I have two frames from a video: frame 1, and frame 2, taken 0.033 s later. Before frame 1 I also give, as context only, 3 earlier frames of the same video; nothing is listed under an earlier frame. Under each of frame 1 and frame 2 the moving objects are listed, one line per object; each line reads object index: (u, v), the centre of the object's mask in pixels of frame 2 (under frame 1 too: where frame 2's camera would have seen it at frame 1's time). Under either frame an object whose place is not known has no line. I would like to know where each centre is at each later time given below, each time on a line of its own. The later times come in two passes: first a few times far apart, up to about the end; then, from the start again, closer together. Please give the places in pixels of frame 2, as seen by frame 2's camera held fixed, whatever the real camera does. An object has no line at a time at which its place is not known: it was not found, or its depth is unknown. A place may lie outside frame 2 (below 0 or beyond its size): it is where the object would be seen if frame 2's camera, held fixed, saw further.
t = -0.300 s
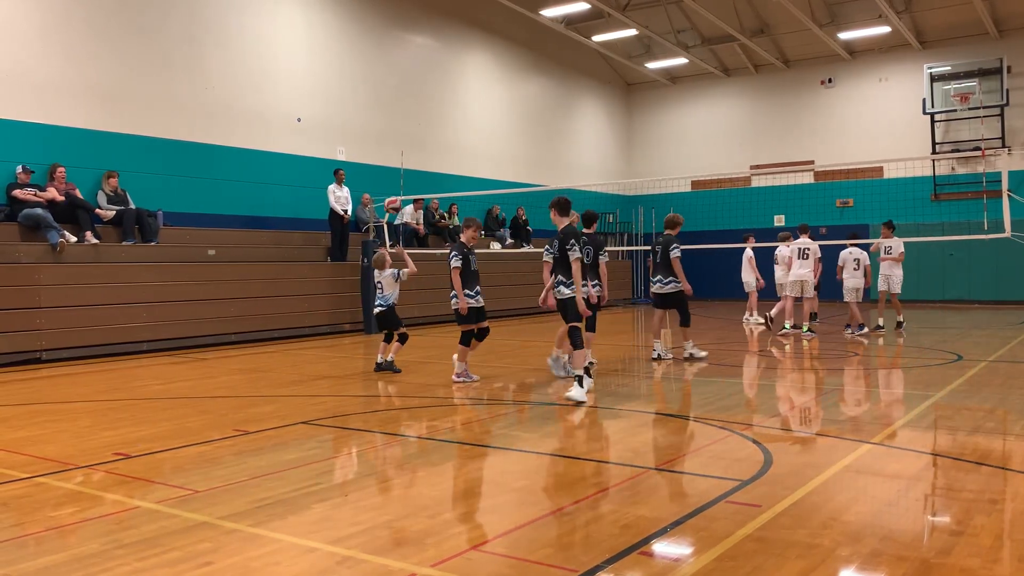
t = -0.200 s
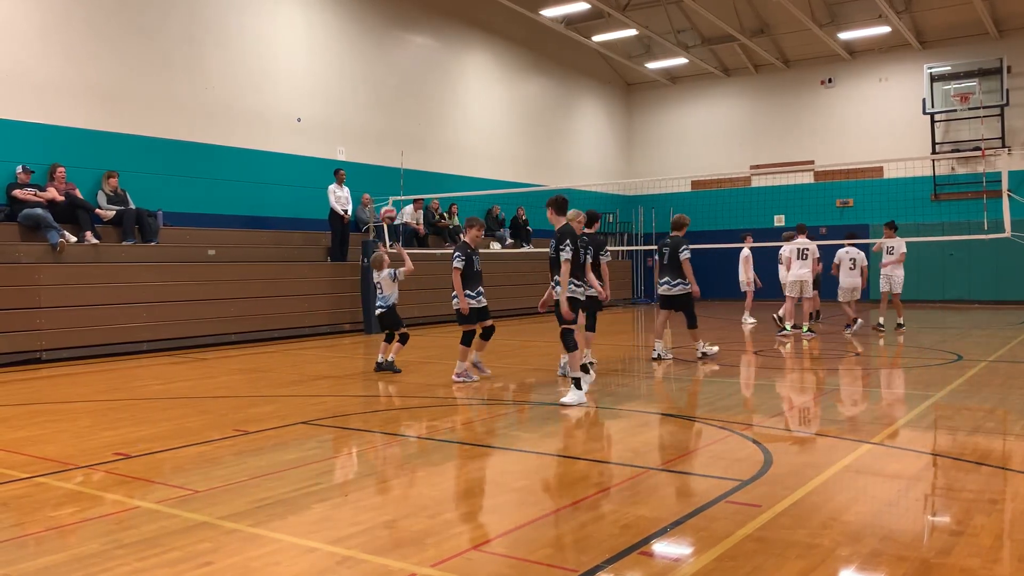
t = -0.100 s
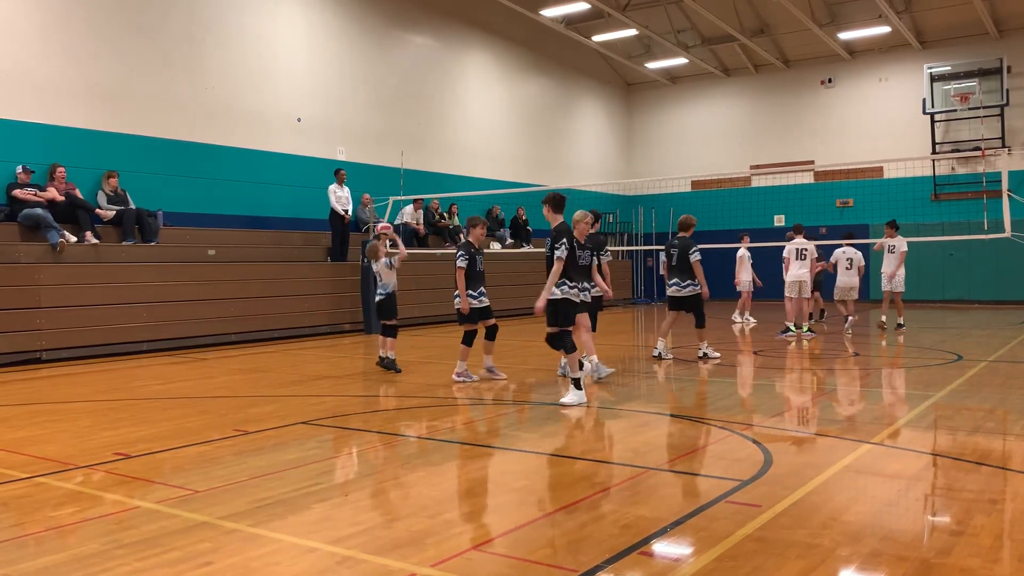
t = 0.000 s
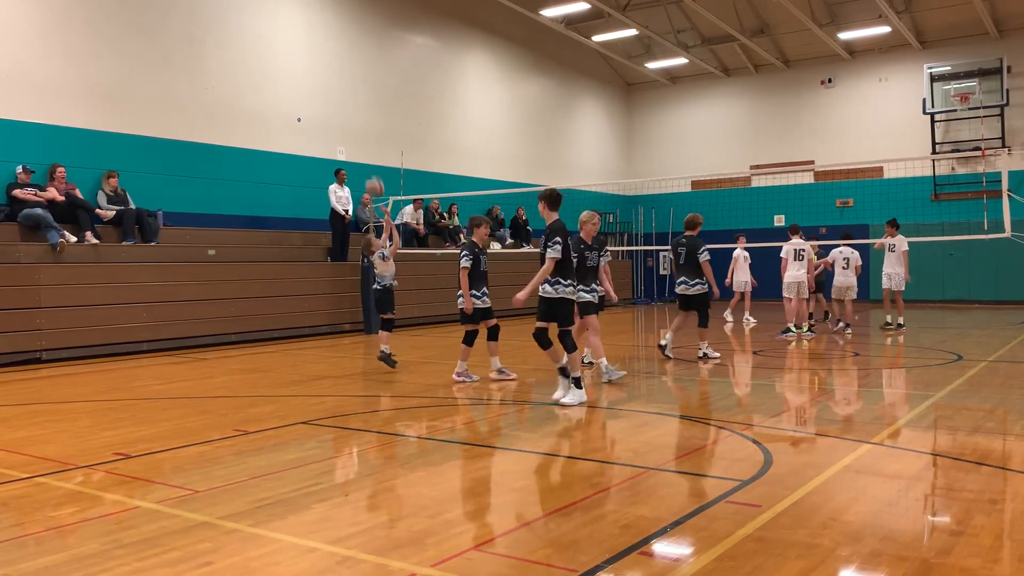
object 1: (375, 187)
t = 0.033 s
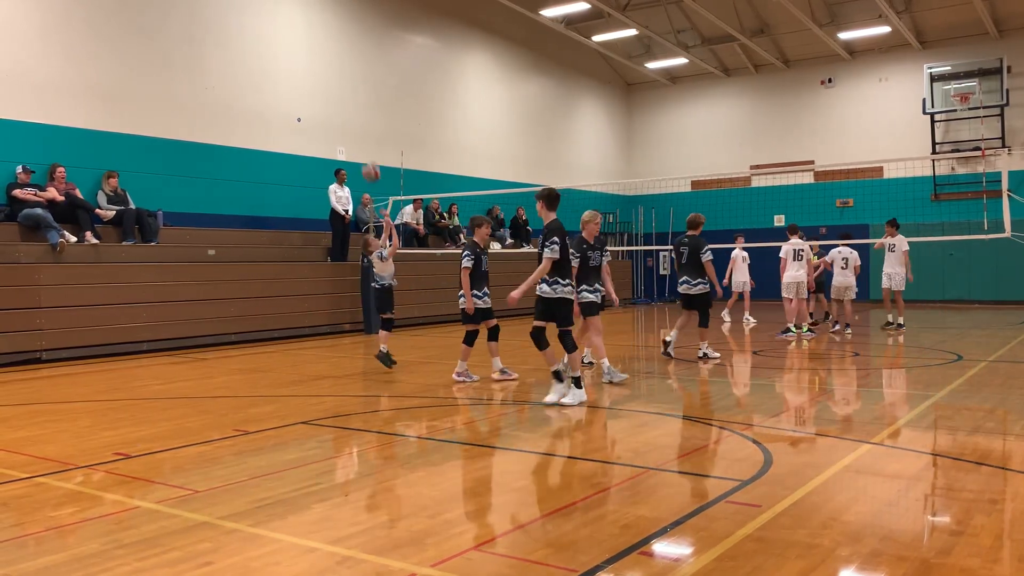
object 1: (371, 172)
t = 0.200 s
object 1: (353, 105)
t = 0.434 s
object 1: (327, 48)
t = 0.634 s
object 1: (303, 40)
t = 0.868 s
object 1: (272, 90)
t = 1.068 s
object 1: (243, 194)
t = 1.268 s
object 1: (213, 363)
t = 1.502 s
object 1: (182, 309)
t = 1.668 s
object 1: (160, 221)
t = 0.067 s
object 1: (368, 156)
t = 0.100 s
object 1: (364, 142)
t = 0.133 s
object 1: (361, 129)
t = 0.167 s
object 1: (357, 117)
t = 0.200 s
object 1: (353, 105)
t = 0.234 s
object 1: (350, 93)
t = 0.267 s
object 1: (346, 83)
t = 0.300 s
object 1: (342, 74)
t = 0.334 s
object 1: (338, 66)
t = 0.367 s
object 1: (335, 59)
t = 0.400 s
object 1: (331, 53)
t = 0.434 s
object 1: (327, 48)
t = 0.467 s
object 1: (323, 44)
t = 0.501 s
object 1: (319, 40)
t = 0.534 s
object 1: (315, 39)
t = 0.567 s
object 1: (311, 37)
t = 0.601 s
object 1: (307, 38)
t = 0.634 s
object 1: (303, 40)
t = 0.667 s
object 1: (299, 43)
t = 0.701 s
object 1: (294, 47)
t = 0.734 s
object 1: (290, 53)
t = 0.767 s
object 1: (285, 60)
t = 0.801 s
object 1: (281, 69)
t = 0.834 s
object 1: (276, 79)
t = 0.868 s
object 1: (272, 90)
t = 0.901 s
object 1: (267, 104)
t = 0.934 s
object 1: (262, 119)
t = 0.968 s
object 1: (258, 135)
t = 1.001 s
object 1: (253, 154)
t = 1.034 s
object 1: (248, 172)
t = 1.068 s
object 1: (243, 194)
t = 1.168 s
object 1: (229, 269)
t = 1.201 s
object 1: (224, 298)
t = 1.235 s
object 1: (218, 330)
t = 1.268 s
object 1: (213, 363)
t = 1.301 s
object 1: (208, 399)
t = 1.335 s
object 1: (203, 430)
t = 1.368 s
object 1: (199, 404)
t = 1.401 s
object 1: (195, 377)
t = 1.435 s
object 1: (190, 353)
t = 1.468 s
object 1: (187, 331)
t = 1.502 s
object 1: (182, 309)
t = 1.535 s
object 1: (178, 288)
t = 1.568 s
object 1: (173, 268)
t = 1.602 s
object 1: (169, 251)
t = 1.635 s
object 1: (164, 236)
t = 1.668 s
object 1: (160, 221)
